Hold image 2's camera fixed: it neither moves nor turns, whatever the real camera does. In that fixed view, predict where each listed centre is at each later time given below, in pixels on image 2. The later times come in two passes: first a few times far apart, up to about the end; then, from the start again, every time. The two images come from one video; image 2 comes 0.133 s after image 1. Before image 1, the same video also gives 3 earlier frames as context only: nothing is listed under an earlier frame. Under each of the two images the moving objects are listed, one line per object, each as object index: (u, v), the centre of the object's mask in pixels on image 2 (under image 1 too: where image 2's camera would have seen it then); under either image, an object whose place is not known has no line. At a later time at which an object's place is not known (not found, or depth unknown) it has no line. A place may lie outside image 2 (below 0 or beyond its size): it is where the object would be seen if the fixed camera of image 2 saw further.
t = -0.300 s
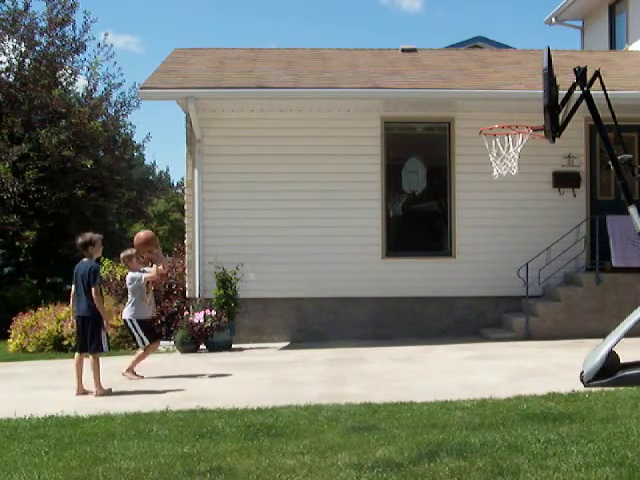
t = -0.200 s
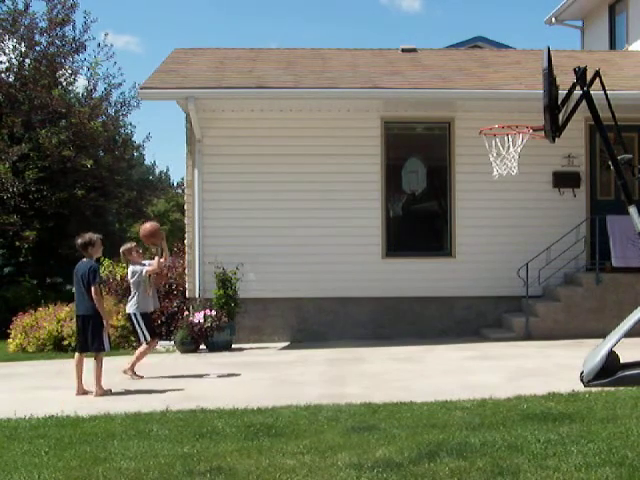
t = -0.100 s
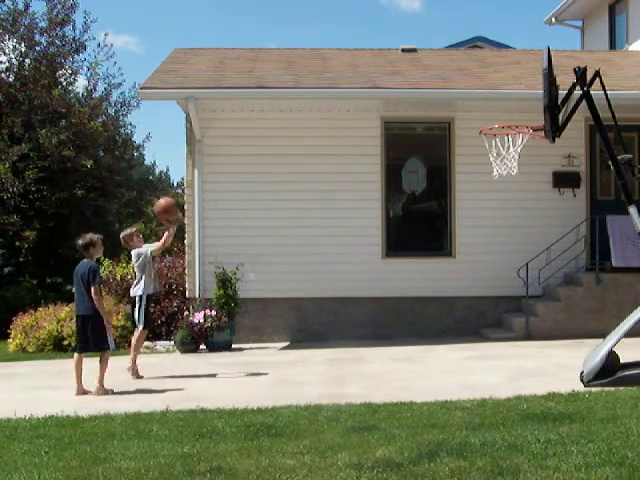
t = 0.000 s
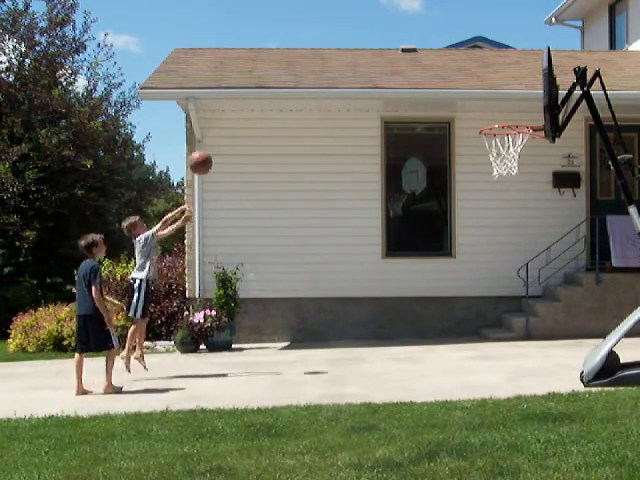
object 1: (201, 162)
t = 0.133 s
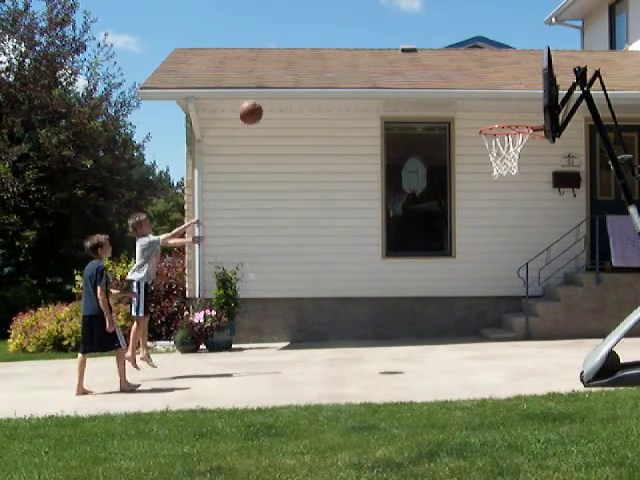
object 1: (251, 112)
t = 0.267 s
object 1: (302, 79)
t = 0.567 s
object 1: (422, 69)
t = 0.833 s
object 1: (506, 128)
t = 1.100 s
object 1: (540, 176)
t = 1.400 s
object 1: (591, 293)
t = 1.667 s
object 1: (537, 335)
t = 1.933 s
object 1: (460, 344)
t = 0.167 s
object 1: (263, 102)
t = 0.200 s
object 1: (276, 93)
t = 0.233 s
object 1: (289, 86)
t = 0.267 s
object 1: (302, 79)
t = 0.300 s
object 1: (315, 74)
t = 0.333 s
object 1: (328, 69)
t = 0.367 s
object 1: (342, 66)
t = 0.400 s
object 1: (355, 64)
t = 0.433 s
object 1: (369, 62)
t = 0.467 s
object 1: (382, 62)
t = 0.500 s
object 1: (395, 63)
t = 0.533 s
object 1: (409, 65)
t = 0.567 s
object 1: (422, 69)
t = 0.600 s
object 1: (436, 74)
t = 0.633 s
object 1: (450, 79)
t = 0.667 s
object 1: (463, 86)
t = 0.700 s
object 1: (477, 94)
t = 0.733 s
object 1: (491, 104)
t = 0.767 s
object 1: (505, 113)
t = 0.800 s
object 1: (519, 124)
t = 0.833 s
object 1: (506, 128)
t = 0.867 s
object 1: (493, 134)
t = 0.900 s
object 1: (499, 138)
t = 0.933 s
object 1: (509, 143)
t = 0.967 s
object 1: (518, 152)
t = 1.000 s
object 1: (524, 157)
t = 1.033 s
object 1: (531, 164)
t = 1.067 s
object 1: (536, 169)
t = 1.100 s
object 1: (540, 176)
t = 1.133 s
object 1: (547, 185)
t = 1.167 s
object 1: (553, 195)
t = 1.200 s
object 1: (558, 205)
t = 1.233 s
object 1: (564, 217)
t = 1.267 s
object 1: (570, 231)
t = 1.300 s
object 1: (575, 244)
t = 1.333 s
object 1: (580, 260)
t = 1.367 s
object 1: (586, 276)
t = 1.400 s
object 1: (591, 293)
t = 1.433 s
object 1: (597, 311)
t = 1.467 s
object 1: (598, 326)
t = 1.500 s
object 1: (587, 325)
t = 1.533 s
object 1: (577, 325)
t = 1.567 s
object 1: (566, 326)
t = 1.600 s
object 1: (556, 327)
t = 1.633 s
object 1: (546, 331)
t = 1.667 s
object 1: (537, 335)
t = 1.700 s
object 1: (527, 340)
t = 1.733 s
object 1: (517, 347)
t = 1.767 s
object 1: (507, 355)
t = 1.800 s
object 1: (496, 364)
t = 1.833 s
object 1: (487, 362)
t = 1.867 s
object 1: (478, 355)
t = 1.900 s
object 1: (469, 348)
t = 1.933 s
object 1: (460, 344)
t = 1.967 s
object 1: (451, 340)
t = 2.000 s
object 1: (443, 337)
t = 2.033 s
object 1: (434, 336)
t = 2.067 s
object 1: (425, 336)
